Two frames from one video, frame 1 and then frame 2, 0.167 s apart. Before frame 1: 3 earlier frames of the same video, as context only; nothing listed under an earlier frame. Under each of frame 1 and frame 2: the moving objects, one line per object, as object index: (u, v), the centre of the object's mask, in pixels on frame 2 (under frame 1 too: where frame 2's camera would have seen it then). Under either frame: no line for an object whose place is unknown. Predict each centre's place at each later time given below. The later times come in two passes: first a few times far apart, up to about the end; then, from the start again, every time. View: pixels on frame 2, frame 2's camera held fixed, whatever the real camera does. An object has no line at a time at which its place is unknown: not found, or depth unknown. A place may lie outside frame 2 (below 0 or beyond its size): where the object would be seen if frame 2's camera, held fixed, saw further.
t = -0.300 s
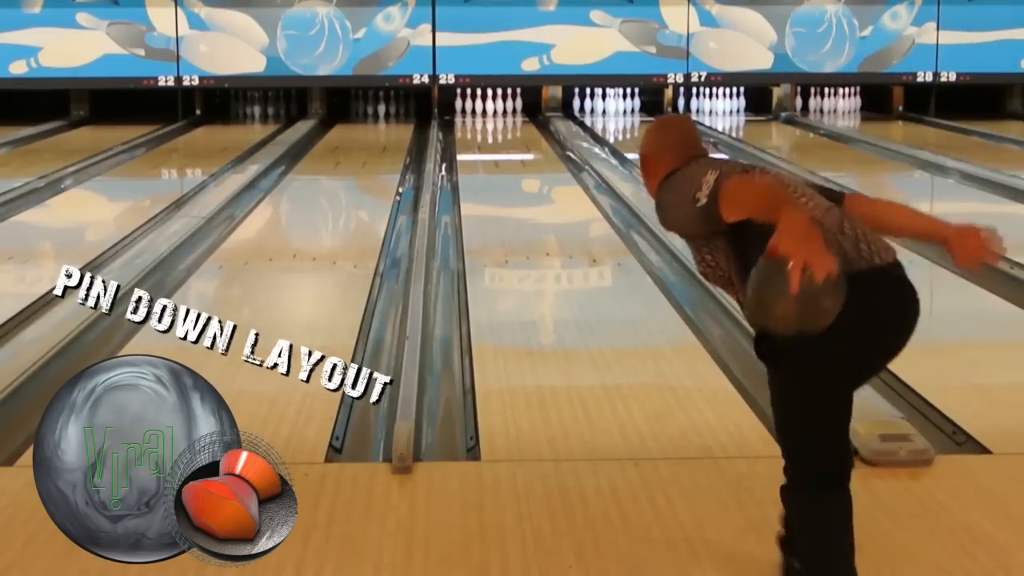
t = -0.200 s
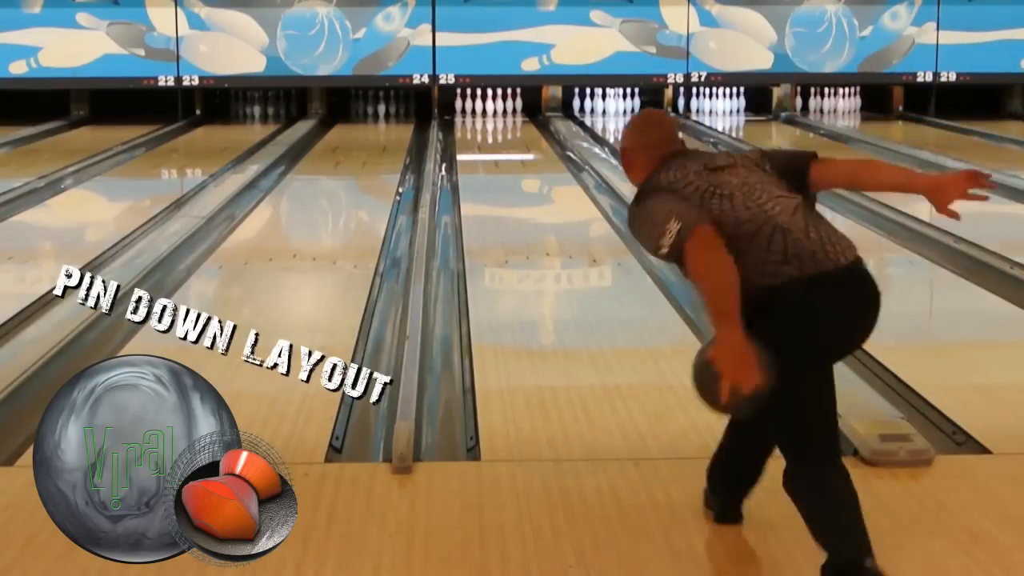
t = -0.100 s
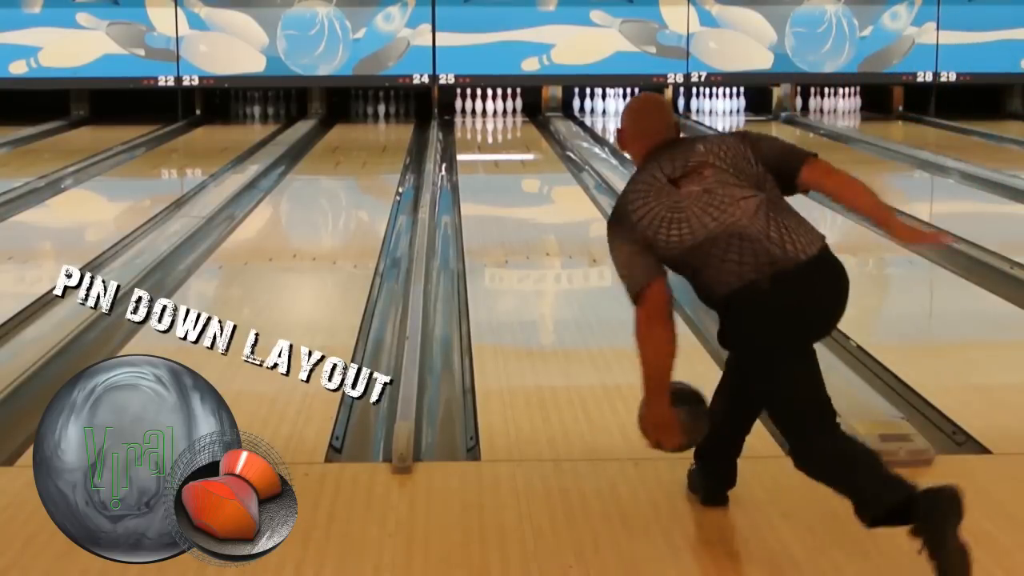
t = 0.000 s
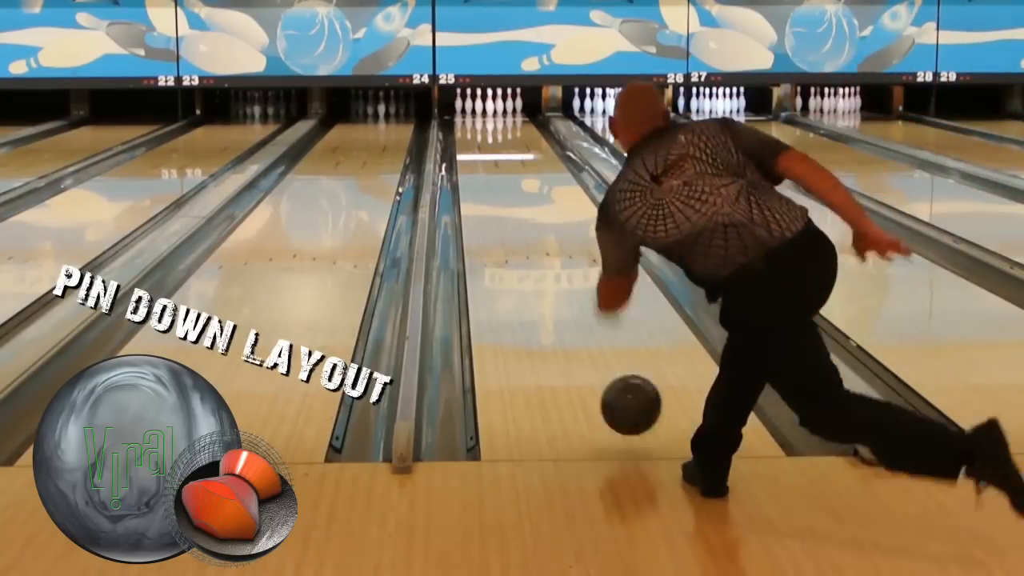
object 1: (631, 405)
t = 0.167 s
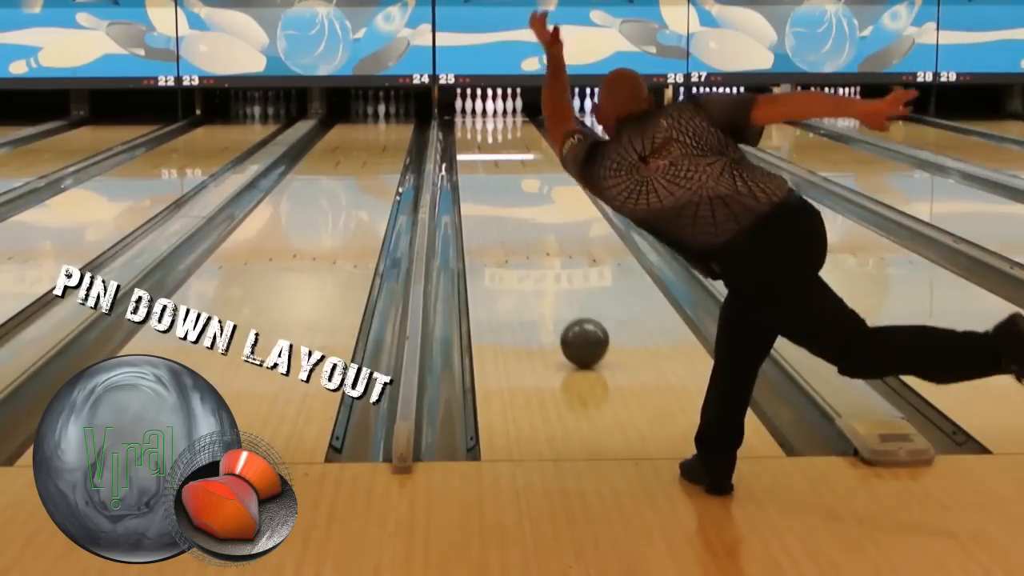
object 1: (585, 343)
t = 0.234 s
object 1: (571, 319)
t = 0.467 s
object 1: (536, 257)
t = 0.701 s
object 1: (513, 217)
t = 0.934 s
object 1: (498, 188)
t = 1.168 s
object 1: (488, 165)
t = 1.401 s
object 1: (481, 148)
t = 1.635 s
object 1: (476, 136)
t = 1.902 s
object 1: (475, 123)
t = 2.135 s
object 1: (478, 115)
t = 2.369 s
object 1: (484, 110)
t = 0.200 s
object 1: (577, 330)
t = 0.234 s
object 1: (571, 319)
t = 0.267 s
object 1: (564, 308)
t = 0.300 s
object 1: (559, 298)
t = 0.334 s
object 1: (554, 289)
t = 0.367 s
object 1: (549, 280)
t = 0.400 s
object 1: (544, 272)
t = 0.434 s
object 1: (540, 264)
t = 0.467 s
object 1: (536, 257)
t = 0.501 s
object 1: (532, 251)
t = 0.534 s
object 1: (528, 244)
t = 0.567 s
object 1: (525, 239)
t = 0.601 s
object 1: (522, 233)
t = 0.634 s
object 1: (519, 227)
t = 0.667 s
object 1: (516, 222)
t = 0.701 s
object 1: (513, 217)
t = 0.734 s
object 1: (511, 212)
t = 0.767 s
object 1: (509, 208)
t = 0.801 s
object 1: (506, 203)
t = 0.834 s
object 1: (504, 199)
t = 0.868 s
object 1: (502, 195)
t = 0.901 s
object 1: (500, 191)
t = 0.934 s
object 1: (498, 188)
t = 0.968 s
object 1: (497, 184)
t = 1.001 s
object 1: (495, 181)
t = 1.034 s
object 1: (493, 178)
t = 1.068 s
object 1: (492, 174)
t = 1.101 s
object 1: (491, 171)
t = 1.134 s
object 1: (490, 169)
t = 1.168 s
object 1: (488, 165)
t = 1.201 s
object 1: (487, 163)
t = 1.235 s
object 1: (486, 161)
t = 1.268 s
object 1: (485, 158)
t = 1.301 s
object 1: (484, 155)
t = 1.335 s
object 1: (483, 153)
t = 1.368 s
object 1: (482, 151)
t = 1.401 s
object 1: (481, 148)
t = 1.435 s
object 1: (480, 146)
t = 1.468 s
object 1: (479, 144)
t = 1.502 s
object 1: (479, 143)
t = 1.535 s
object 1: (478, 141)
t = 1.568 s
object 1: (477, 139)
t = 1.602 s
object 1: (477, 137)
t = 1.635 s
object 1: (476, 136)
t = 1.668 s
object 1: (476, 134)
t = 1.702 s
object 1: (475, 132)
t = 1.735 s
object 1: (475, 130)
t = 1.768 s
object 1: (475, 129)
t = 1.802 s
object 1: (475, 127)
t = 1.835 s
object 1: (475, 126)
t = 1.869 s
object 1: (474, 124)
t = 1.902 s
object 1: (475, 123)
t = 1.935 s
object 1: (475, 122)
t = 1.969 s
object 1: (475, 121)
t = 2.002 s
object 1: (475, 120)
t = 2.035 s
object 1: (476, 118)
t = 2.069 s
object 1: (477, 117)
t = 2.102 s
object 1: (477, 116)
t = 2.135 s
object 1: (478, 115)
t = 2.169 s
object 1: (479, 114)
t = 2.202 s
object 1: (480, 113)
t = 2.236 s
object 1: (481, 112)
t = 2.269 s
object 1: (482, 111)
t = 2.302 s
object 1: (484, 110)
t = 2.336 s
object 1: (484, 110)
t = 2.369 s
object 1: (484, 110)
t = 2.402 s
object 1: (485, 108)
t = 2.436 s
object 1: (486, 108)
